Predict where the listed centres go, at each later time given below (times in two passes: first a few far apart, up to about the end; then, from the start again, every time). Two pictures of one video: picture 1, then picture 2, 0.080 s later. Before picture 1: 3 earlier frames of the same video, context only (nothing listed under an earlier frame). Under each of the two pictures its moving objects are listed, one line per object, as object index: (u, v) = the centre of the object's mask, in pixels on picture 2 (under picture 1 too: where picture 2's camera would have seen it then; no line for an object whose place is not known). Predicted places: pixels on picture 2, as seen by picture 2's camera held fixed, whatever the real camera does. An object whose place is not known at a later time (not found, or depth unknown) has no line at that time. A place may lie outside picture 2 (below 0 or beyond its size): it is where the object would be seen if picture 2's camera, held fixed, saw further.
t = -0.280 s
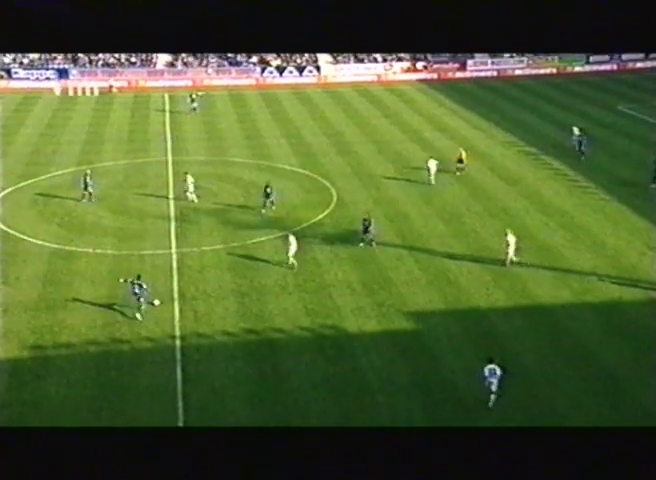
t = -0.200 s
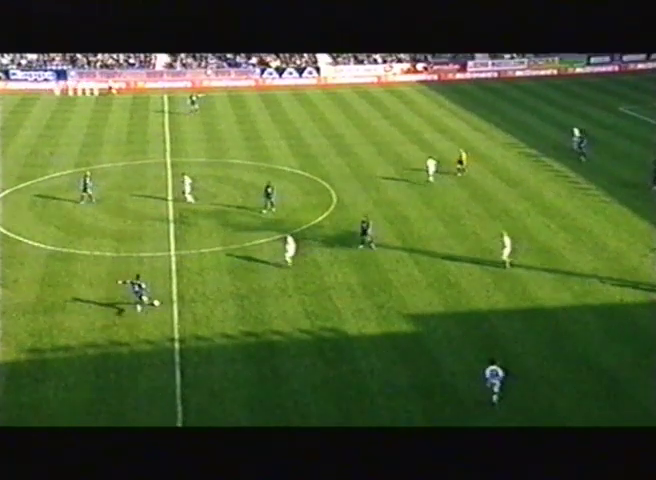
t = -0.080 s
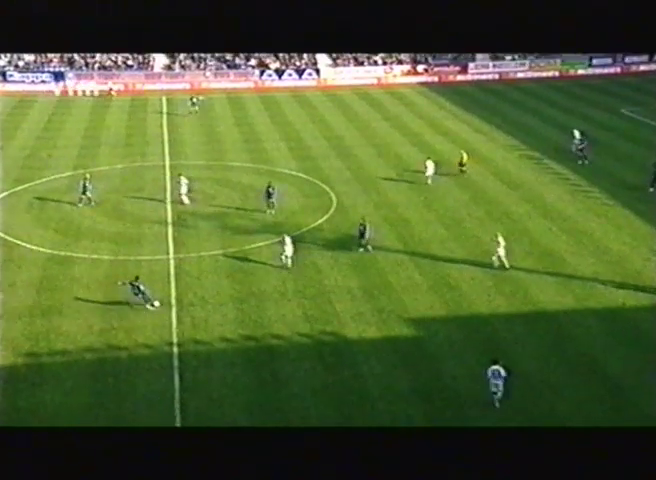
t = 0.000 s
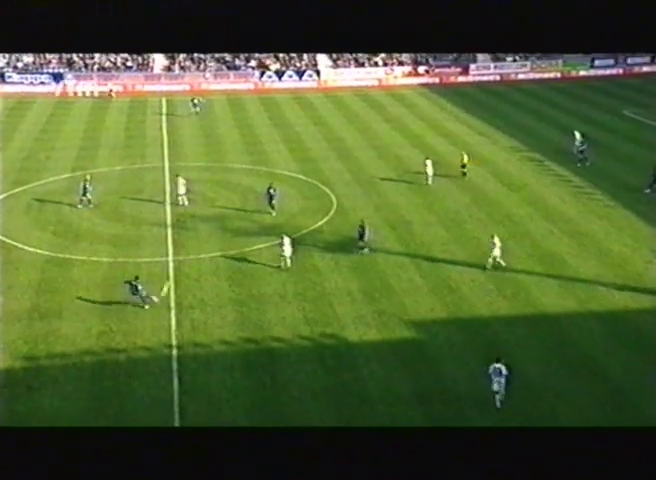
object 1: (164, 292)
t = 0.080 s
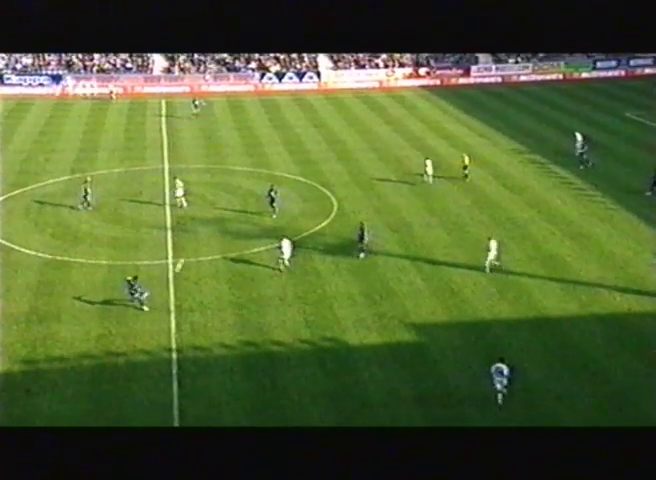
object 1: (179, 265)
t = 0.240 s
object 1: (205, 221)
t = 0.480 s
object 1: (241, 173)
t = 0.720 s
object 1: (275, 141)
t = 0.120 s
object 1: (186, 253)
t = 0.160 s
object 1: (192, 242)
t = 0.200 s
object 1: (199, 232)
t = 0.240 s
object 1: (205, 221)
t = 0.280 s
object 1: (211, 212)
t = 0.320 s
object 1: (217, 204)
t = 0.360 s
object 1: (223, 195)
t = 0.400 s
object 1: (229, 187)
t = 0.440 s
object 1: (235, 180)
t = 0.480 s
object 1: (241, 173)
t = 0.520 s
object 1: (247, 166)
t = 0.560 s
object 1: (253, 161)
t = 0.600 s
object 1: (258, 155)
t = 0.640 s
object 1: (264, 150)
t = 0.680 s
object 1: (270, 145)
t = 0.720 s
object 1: (275, 141)
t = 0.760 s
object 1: (281, 137)
